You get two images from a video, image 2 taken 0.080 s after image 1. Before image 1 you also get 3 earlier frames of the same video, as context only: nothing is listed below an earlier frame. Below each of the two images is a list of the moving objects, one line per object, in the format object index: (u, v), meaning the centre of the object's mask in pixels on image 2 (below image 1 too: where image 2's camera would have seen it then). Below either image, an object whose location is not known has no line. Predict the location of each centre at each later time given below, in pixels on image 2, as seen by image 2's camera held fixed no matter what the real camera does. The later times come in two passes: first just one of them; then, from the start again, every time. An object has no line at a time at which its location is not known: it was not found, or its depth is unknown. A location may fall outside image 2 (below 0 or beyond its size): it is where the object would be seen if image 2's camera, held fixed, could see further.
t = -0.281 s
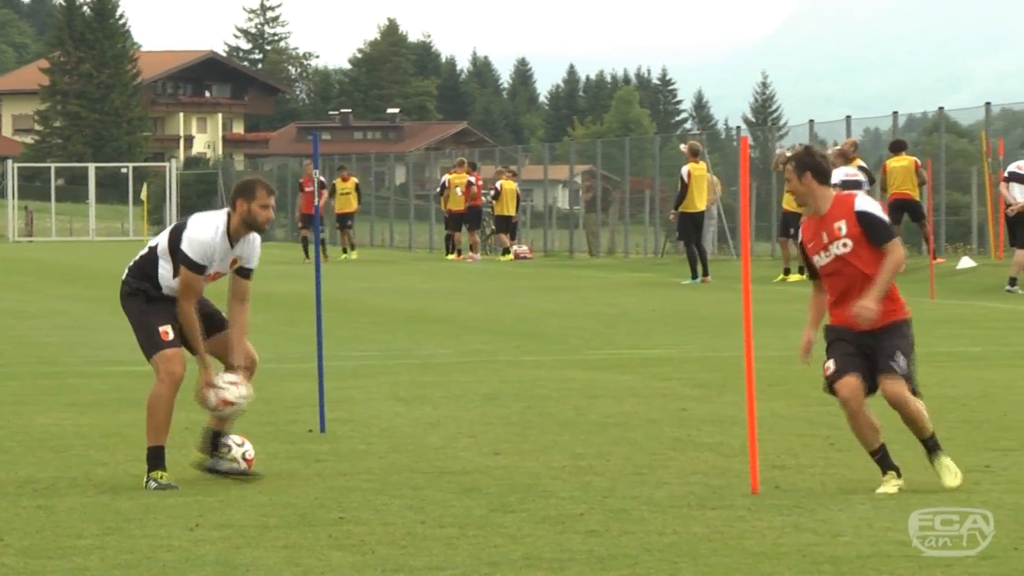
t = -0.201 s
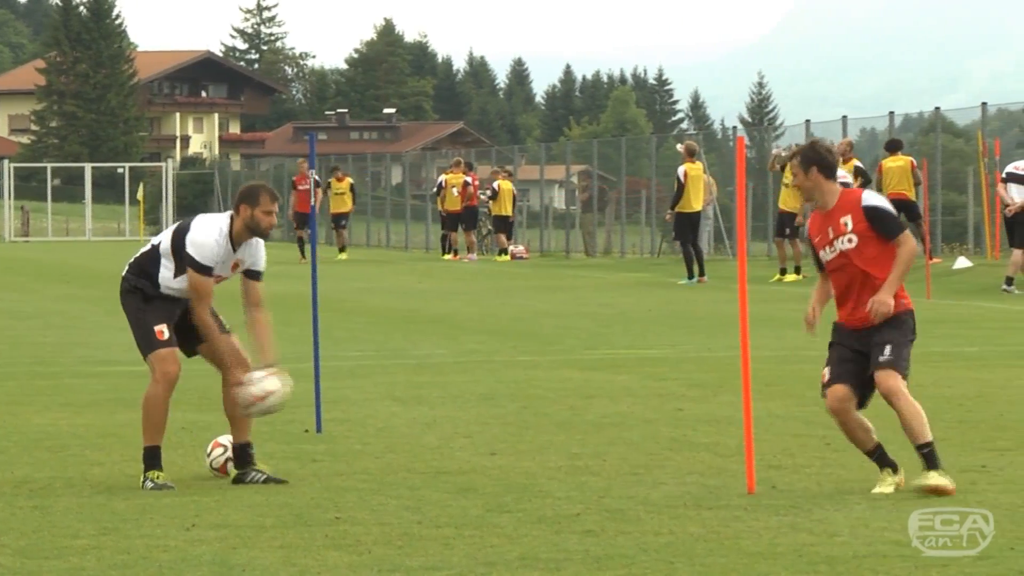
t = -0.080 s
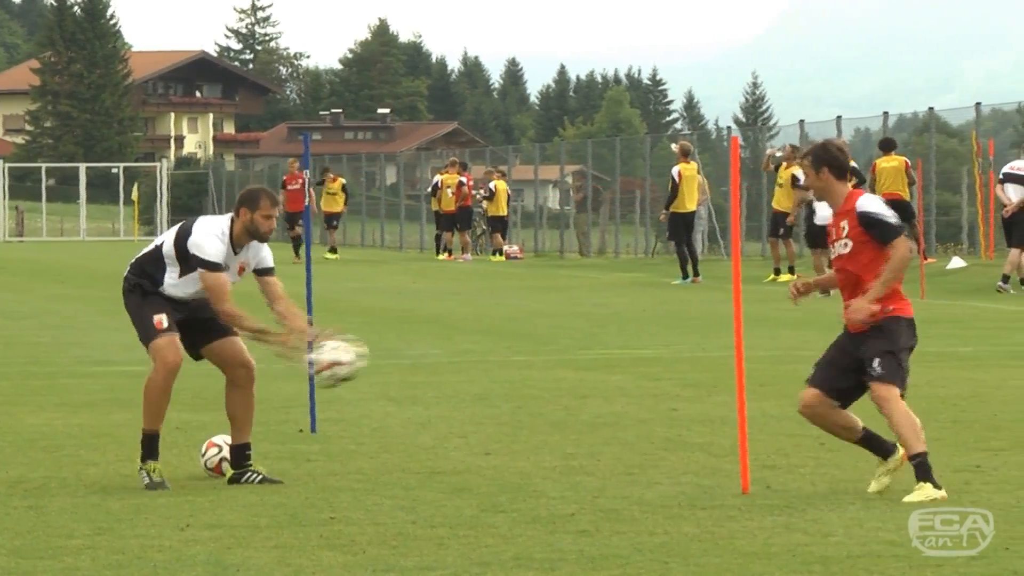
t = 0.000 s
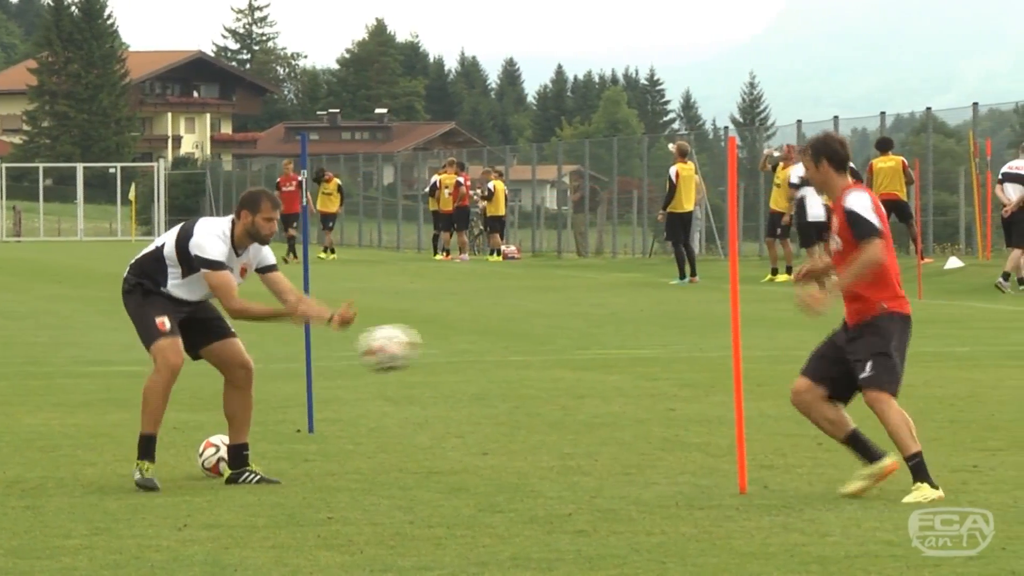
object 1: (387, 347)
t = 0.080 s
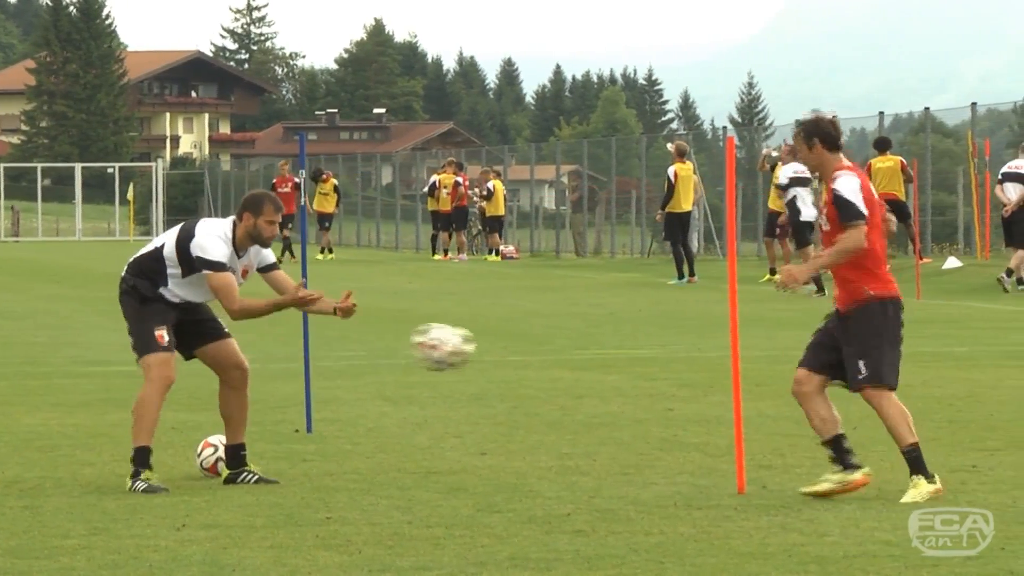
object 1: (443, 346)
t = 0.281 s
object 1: (585, 407)
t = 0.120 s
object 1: (471, 351)
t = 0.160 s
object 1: (498, 360)
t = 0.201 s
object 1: (527, 371)
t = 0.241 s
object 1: (556, 387)
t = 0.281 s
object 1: (585, 407)
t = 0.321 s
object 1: (614, 430)
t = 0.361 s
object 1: (642, 457)
